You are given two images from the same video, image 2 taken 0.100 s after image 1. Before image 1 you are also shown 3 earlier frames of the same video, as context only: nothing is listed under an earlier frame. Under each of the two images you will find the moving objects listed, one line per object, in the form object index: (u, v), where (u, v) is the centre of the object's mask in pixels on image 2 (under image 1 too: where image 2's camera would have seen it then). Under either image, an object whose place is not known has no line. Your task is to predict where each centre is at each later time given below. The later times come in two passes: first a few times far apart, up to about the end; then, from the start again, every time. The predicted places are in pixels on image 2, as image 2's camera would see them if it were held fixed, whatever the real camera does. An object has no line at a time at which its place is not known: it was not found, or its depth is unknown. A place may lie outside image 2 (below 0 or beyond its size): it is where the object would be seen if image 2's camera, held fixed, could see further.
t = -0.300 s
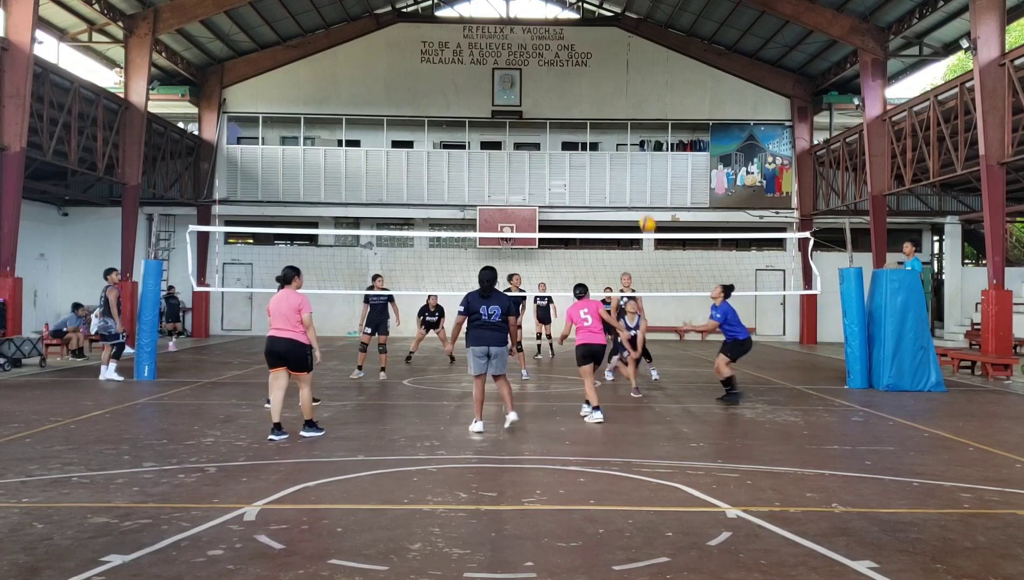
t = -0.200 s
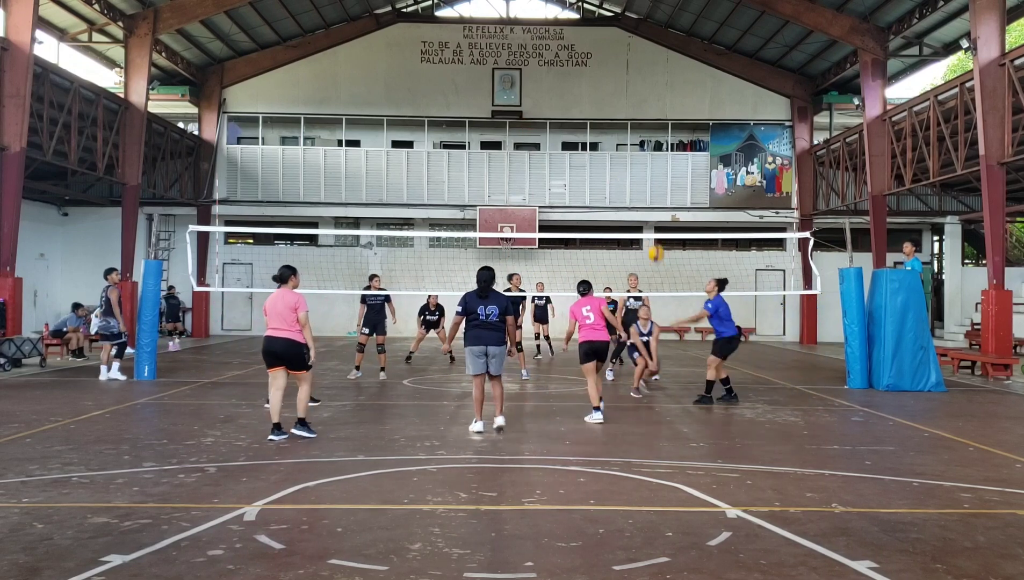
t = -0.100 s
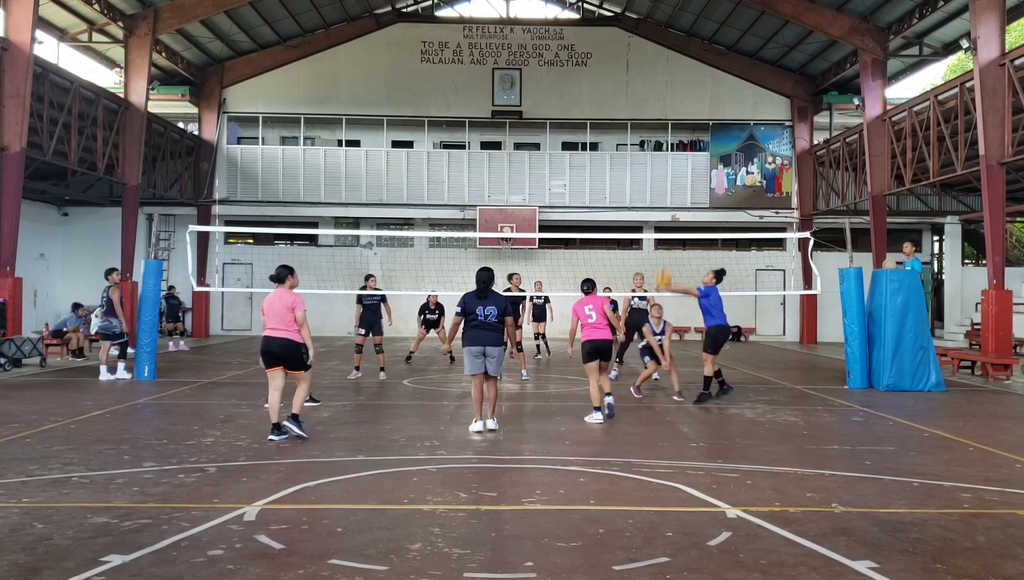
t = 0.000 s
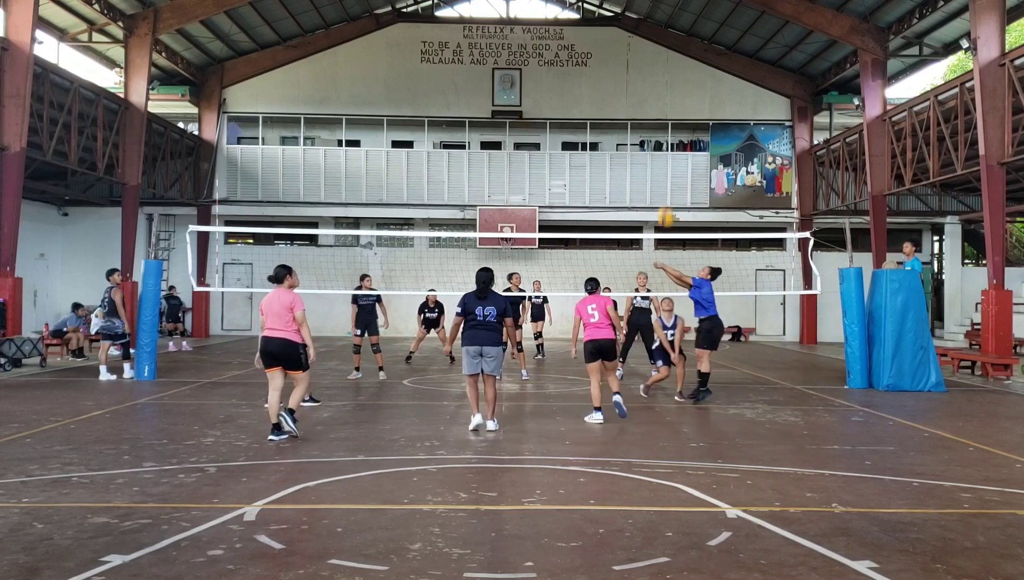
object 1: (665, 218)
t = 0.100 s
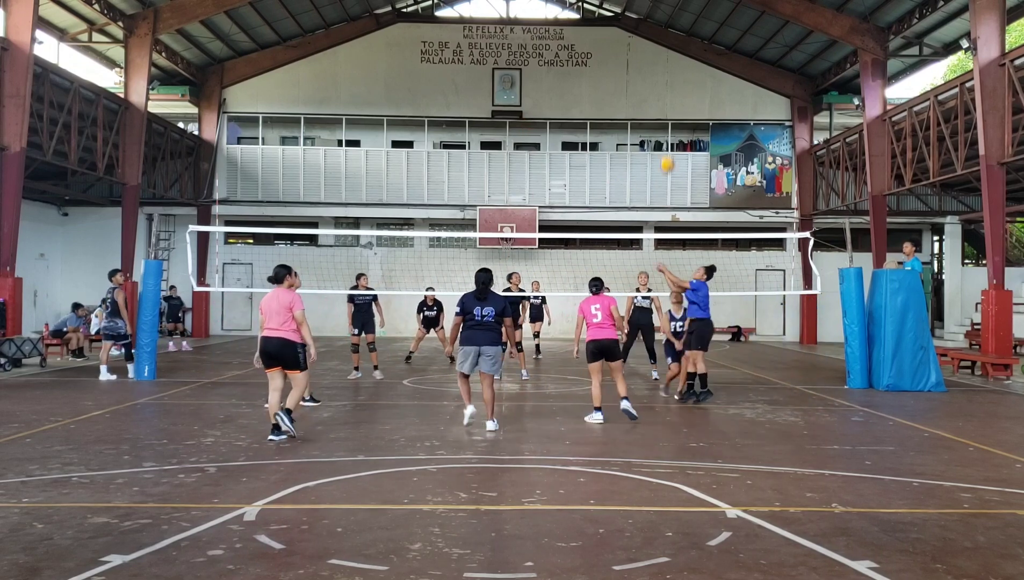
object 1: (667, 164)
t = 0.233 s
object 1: (671, 109)
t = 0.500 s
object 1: (676, 45)
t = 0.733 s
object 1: (680, 31)
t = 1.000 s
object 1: (684, 57)
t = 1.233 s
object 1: (686, 109)
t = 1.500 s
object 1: (688, 199)
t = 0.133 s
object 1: (667, 148)
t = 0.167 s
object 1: (668, 134)
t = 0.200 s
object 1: (670, 122)
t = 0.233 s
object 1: (671, 109)
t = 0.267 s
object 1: (672, 98)
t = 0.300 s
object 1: (672, 88)
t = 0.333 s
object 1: (673, 78)
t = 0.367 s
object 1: (673, 70)
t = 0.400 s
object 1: (674, 63)
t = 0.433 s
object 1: (675, 56)
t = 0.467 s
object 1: (676, 50)
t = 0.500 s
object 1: (676, 45)
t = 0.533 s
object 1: (677, 41)
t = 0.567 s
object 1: (677, 37)
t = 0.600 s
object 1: (678, 35)
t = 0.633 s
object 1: (679, 33)
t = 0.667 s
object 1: (679, 32)
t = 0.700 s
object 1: (680, 31)
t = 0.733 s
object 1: (680, 31)
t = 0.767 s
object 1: (681, 32)
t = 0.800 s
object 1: (681, 34)
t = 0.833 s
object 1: (682, 36)
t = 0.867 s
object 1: (682, 39)
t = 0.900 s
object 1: (683, 42)
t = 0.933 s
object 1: (683, 46)
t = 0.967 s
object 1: (684, 51)
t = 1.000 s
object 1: (684, 57)
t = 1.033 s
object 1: (685, 63)
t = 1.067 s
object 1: (685, 69)
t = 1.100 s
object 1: (685, 76)
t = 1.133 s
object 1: (686, 84)
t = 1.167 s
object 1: (686, 92)
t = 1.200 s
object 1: (686, 101)
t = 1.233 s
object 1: (686, 109)
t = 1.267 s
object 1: (687, 120)
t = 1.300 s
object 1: (687, 129)
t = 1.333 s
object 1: (687, 140)
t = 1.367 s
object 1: (688, 149)
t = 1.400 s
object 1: (688, 162)
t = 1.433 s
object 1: (688, 174)
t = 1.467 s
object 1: (688, 187)
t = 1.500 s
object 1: (688, 199)
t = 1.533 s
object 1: (687, 211)
